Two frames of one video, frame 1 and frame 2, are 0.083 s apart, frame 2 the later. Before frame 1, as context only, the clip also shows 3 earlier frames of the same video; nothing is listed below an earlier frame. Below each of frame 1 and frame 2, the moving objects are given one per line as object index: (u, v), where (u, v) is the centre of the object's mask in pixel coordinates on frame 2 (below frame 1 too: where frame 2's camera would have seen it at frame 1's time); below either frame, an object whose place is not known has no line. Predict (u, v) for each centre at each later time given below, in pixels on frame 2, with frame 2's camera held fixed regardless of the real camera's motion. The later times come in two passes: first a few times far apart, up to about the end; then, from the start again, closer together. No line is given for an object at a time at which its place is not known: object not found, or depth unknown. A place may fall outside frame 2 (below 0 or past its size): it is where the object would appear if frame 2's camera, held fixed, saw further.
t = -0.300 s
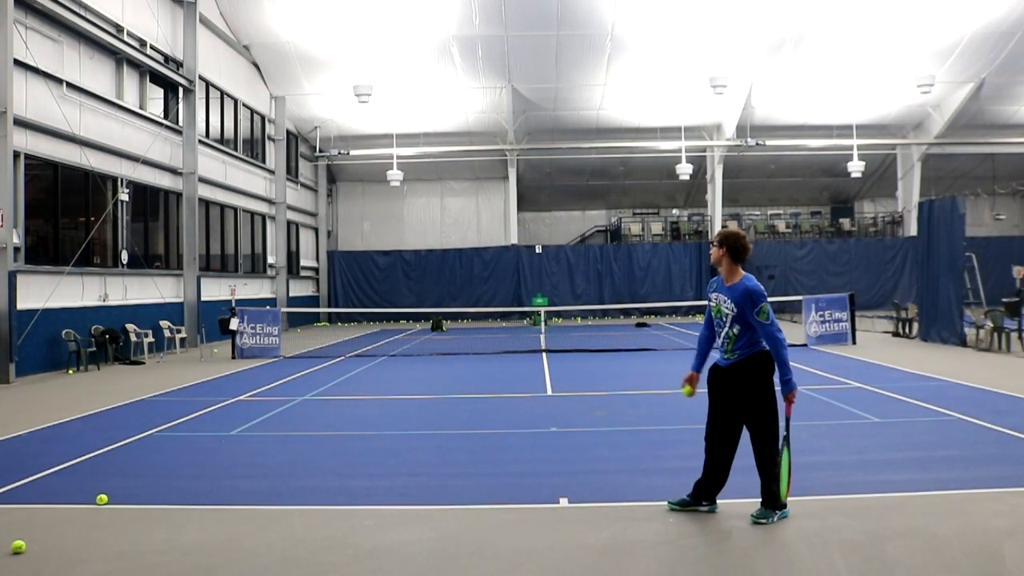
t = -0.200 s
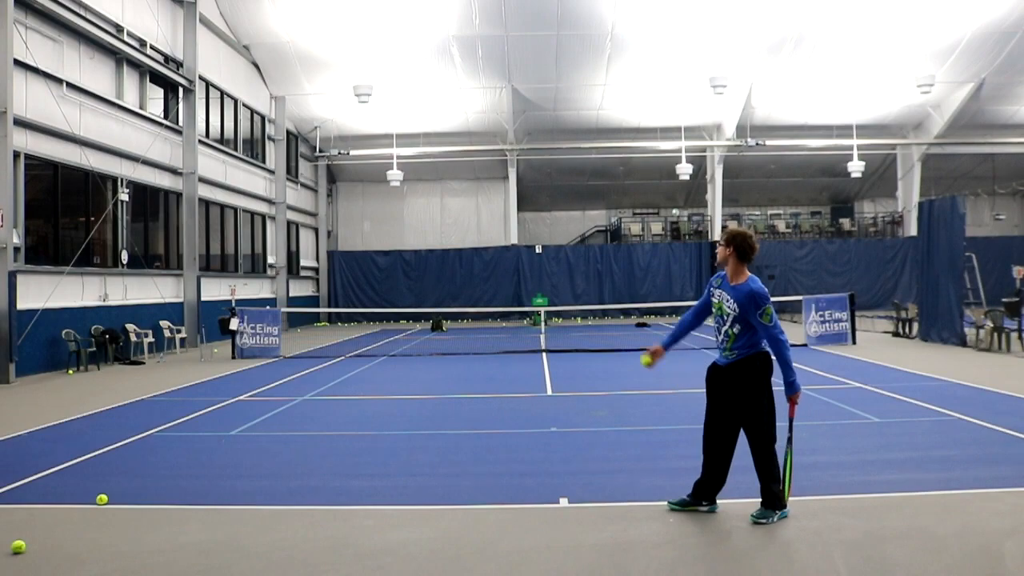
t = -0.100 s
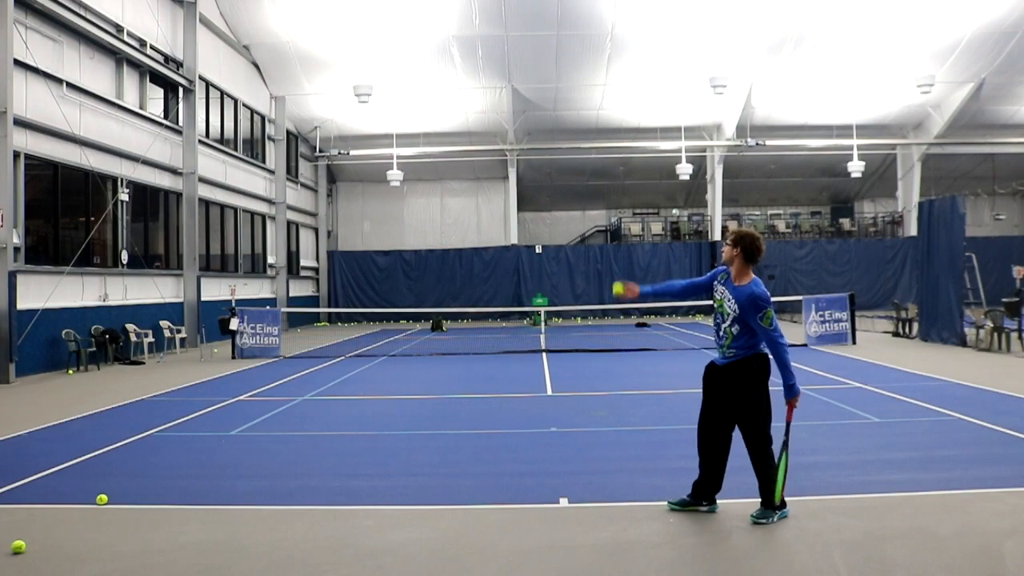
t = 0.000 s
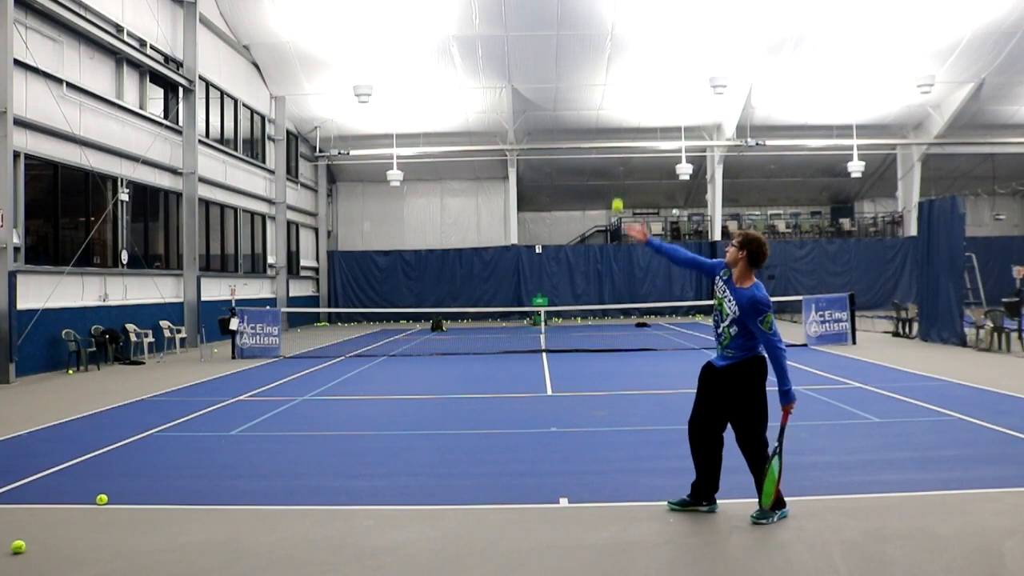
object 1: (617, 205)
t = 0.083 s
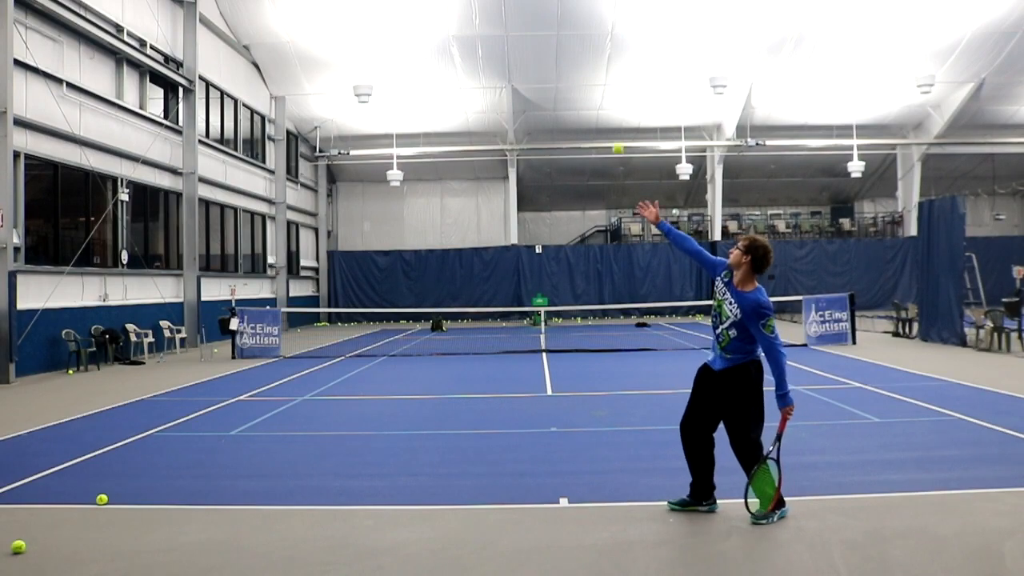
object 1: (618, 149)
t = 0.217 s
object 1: (618, 81)
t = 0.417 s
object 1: (621, 30)
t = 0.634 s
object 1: (627, 40)
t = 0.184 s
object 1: (618, 95)
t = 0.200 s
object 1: (618, 87)
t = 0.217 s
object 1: (618, 81)
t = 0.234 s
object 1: (618, 74)
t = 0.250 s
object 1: (619, 68)
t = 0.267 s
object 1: (619, 62)
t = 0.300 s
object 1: (620, 52)
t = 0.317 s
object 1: (620, 47)
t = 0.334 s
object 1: (620, 44)
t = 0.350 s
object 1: (620, 40)
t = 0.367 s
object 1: (621, 37)
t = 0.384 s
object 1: (621, 34)
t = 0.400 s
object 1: (621, 31)
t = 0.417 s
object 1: (621, 30)
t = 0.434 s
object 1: (622, 28)
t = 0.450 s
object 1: (622, 27)
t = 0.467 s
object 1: (623, 26)
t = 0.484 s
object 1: (623, 25)
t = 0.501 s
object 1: (623, 26)
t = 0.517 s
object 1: (624, 26)
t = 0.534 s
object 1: (624, 27)
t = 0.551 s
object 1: (625, 28)
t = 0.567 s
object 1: (625, 30)
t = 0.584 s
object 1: (626, 31)
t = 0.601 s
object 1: (626, 34)
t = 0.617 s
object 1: (627, 36)
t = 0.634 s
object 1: (627, 40)
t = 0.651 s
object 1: (628, 43)
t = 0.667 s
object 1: (628, 47)
